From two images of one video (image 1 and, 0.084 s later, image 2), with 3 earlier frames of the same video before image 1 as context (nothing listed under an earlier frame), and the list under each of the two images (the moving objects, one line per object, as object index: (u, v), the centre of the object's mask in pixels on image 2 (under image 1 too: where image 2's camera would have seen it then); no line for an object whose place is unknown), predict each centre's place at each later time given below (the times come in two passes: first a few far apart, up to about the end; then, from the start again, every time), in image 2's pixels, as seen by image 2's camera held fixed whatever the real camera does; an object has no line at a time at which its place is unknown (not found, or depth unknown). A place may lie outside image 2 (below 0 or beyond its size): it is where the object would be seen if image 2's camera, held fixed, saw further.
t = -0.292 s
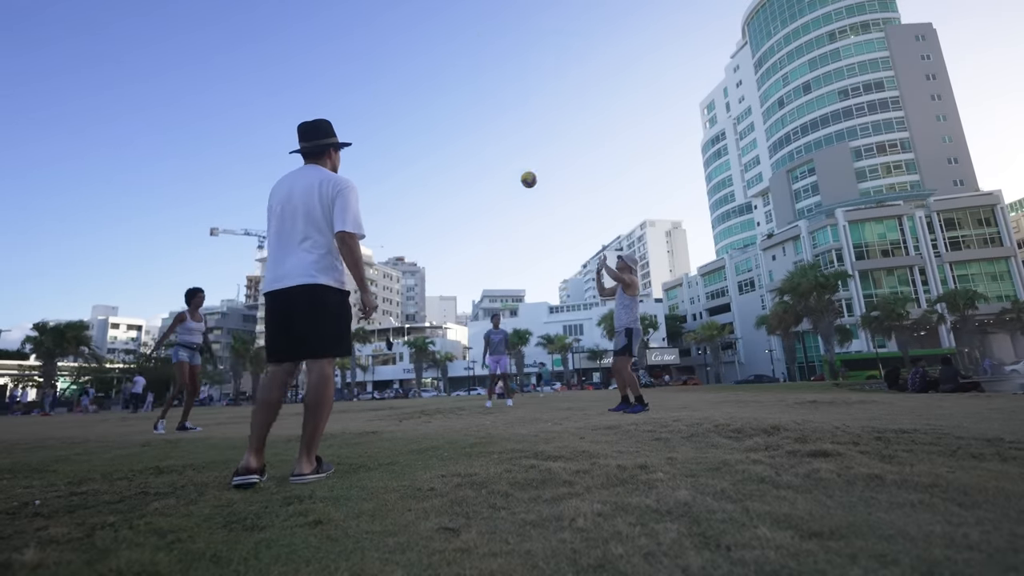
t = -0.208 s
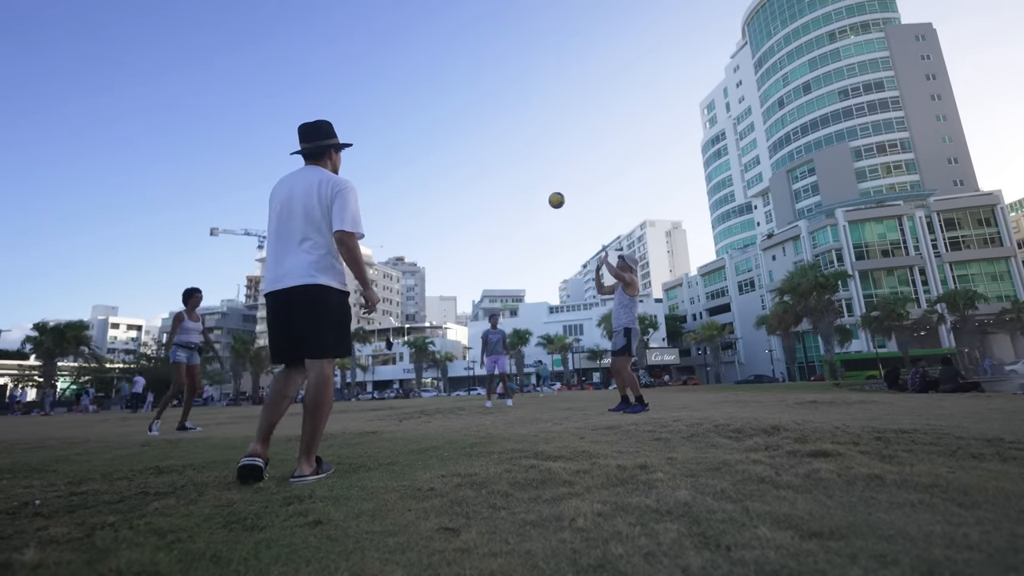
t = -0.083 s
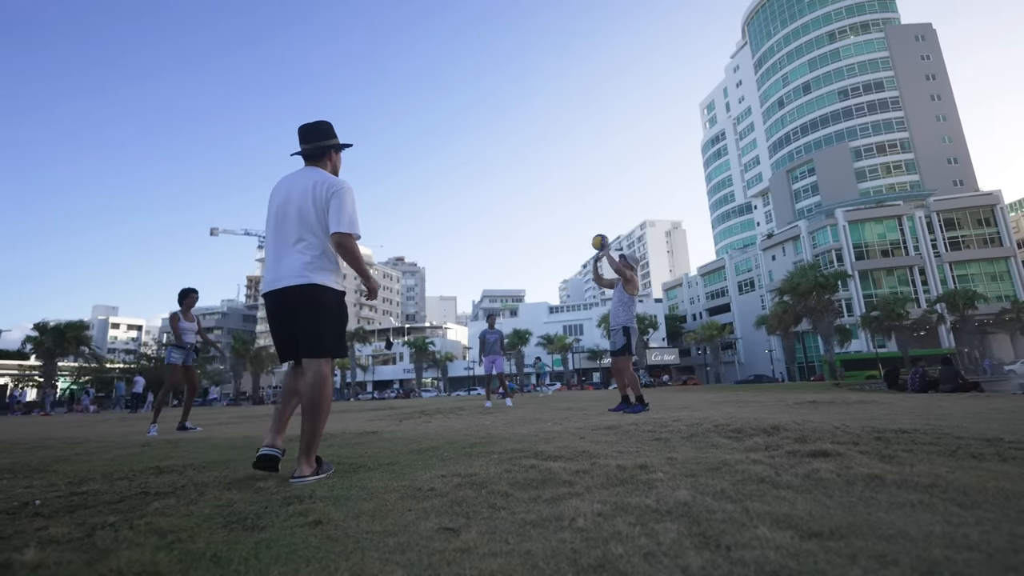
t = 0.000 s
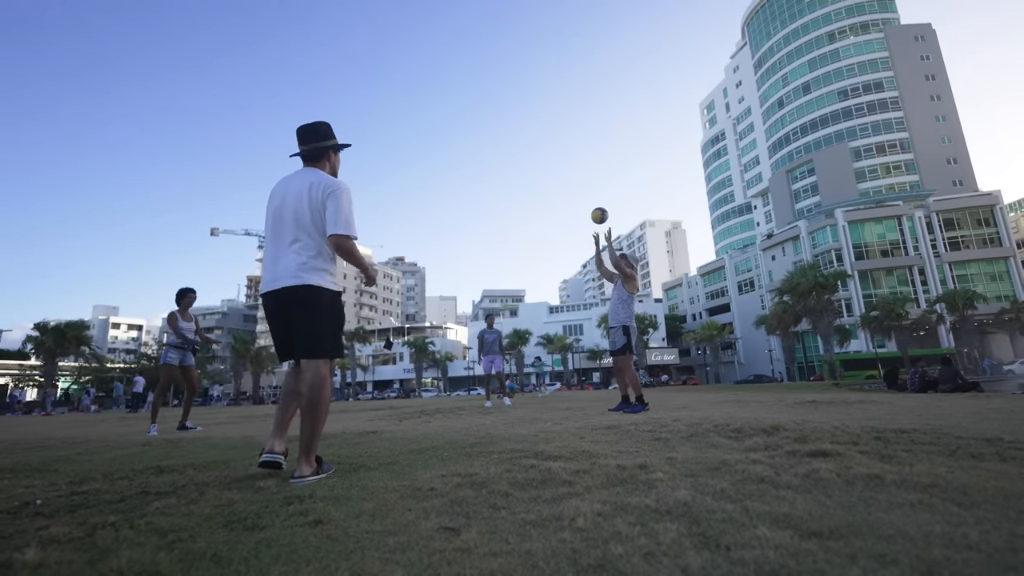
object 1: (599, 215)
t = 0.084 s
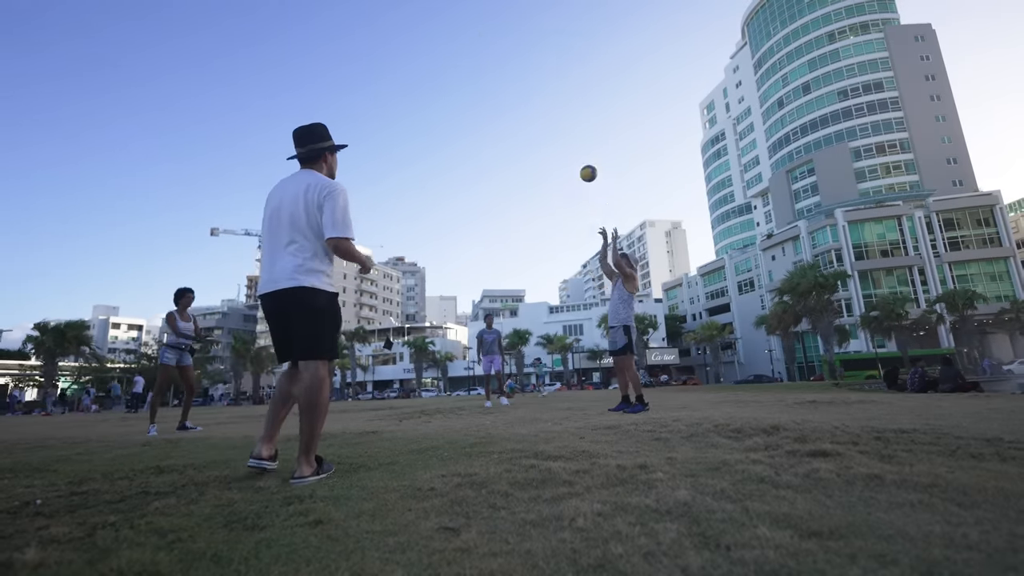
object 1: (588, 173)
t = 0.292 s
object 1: (561, 89)
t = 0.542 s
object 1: (529, 27)
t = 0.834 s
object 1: (491, 9)
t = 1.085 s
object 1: (455, 49)
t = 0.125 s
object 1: (583, 154)
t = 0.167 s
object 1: (577, 136)
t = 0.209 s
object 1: (572, 119)
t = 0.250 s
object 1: (566, 104)
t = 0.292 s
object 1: (561, 89)
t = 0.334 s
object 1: (555, 76)
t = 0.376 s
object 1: (550, 64)
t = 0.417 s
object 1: (545, 53)
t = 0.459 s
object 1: (540, 43)
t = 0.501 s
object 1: (534, 35)
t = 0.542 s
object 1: (529, 27)
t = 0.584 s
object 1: (524, 21)
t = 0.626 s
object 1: (518, 16)
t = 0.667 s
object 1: (513, 12)
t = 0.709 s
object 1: (508, 9)
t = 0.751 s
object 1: (502, 9)
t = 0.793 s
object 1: (497, 9)
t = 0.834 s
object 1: (491, 9)
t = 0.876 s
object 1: (486, 11)
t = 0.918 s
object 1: (480, 15)
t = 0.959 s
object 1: (474, 20)
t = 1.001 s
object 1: (468, 28)
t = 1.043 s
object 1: (461, 37)
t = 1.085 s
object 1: (455, 49)
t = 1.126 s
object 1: (448, 62)
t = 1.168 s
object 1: (441, 77)
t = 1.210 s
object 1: (434, 95)
